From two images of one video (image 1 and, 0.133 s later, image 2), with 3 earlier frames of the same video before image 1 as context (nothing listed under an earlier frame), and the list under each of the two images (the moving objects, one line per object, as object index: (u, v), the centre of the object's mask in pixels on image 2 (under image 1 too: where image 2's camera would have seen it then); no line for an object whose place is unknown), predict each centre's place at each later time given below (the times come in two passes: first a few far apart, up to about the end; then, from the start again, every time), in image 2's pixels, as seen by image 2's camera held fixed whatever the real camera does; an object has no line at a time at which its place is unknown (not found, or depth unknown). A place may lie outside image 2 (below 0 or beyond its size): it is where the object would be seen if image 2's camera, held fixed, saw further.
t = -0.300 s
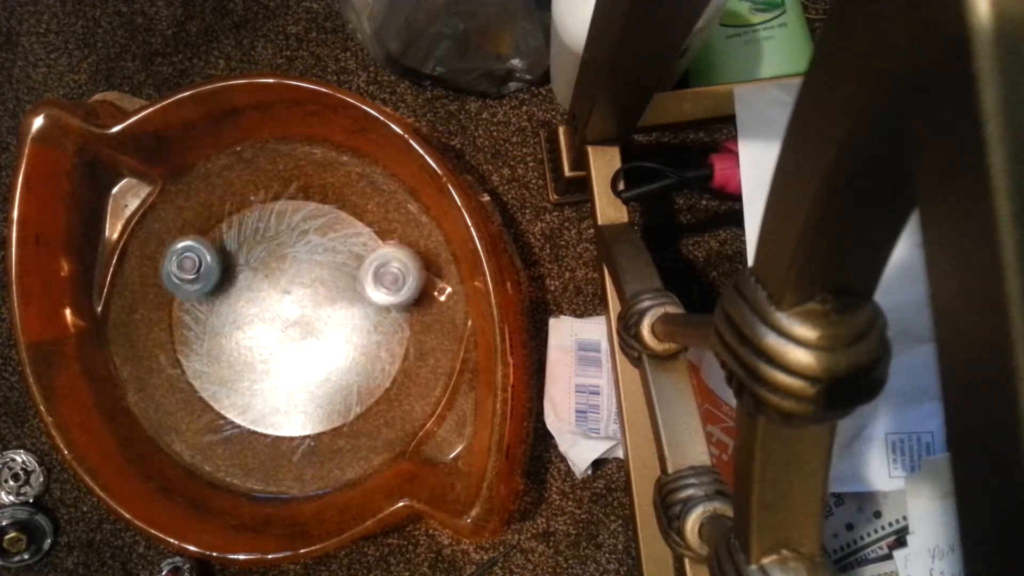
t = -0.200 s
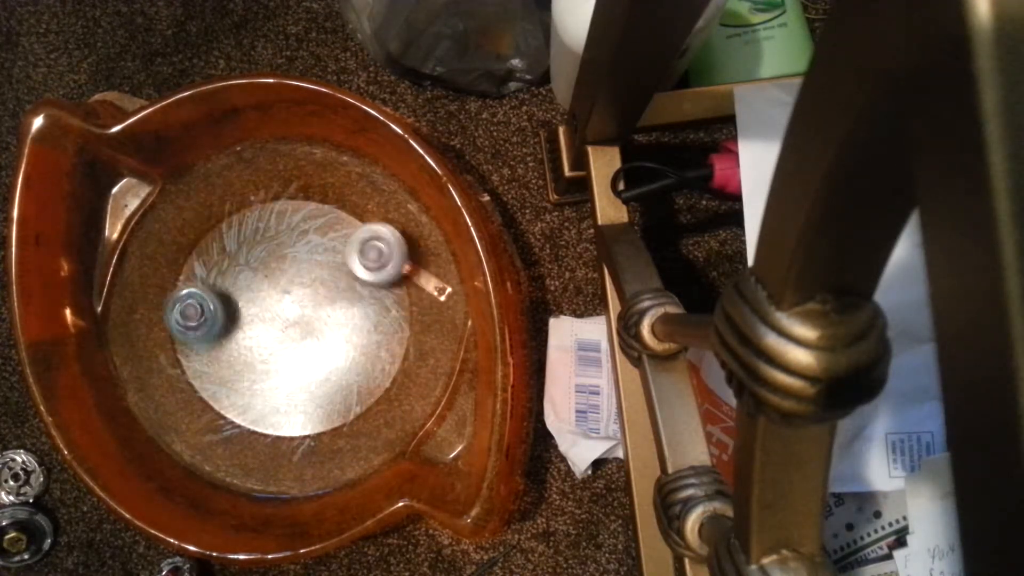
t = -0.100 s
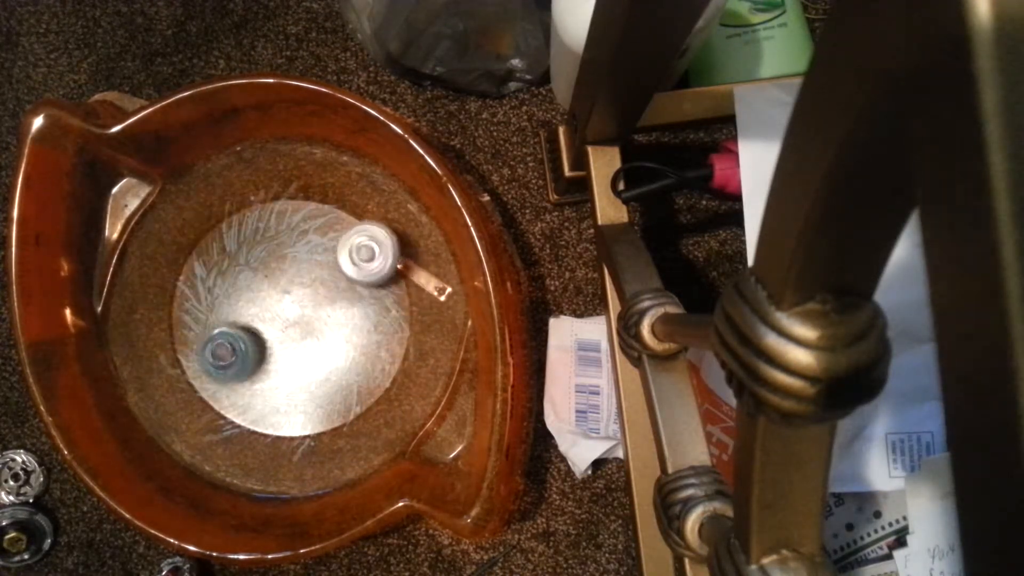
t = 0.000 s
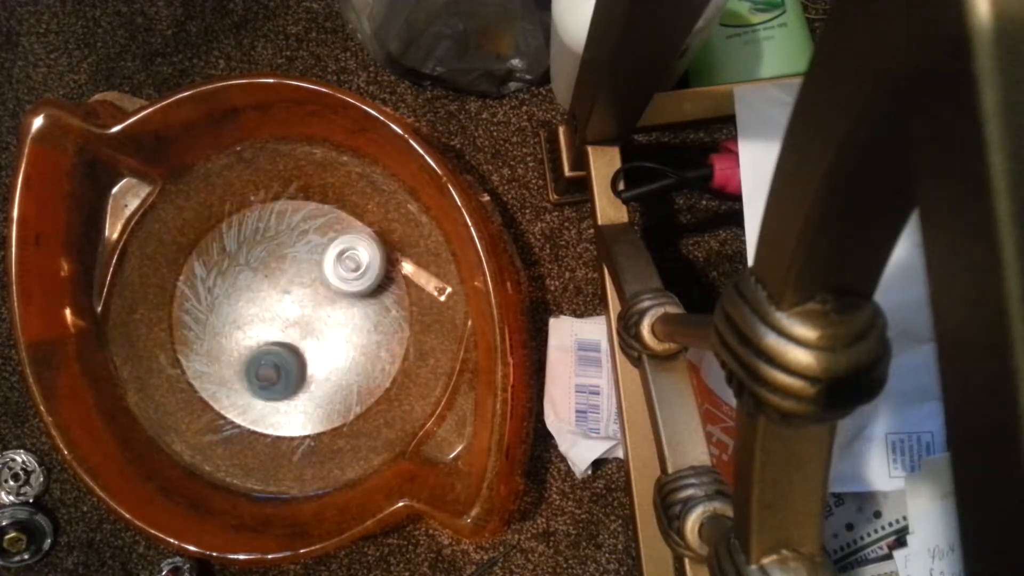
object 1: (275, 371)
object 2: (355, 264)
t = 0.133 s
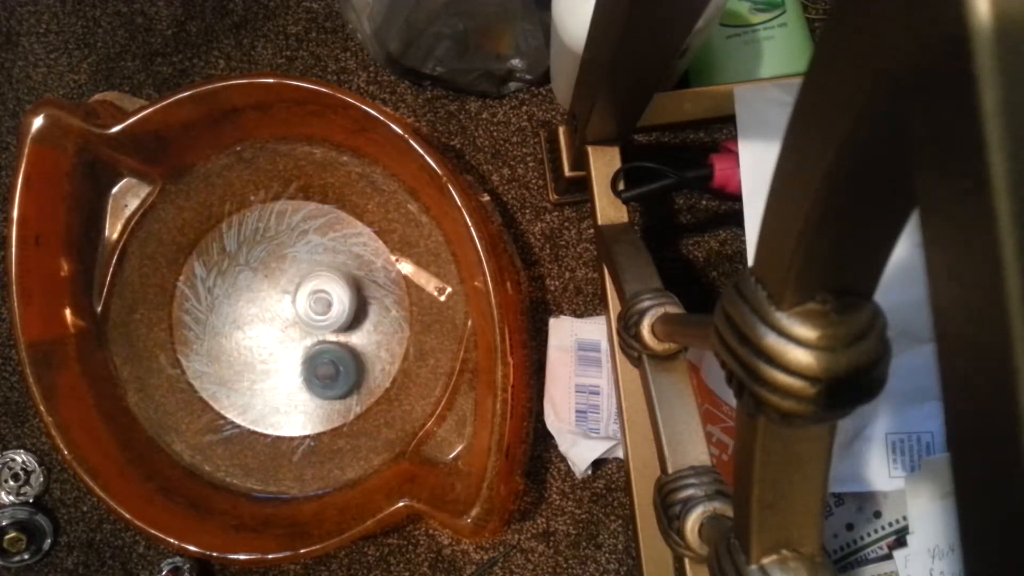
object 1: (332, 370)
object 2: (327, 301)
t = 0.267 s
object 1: (361, 411)
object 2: (309, 233)
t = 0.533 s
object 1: (362, 324)
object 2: (225, 227)
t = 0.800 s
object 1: (299, 335)
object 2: (254, 286)
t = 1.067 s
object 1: (247, 350)
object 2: (228, 229)
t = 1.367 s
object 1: (175, 349)
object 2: (225, 284)
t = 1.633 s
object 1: (220, 338)
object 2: (309, 334)
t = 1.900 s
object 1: (243, 273)
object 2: (380, 352)
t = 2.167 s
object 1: (231, 253)
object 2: (360, 312)
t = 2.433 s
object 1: (276, 276)
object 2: (306, 355)
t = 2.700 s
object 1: (351, 299)
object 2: (284, 432)
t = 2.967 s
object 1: (398, 326)
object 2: (246, 411)
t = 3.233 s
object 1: (373, 336)
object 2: (208, 353)
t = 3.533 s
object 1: (317, 378)
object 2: (227, 274)
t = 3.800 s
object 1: (271, 404)
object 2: (287, 241)
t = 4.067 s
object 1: (244, 396)
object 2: (351, 261)
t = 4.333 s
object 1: (232, 361)
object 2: (371, 320)
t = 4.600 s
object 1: (224, 308)
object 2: (347, 375)
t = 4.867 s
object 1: (215, 284)
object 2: (283, 388)
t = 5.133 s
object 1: (254, 284)
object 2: (227, 354)
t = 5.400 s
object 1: (300, 270)
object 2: (213, 294)
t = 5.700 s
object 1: (316, 263)
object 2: (243, 247)
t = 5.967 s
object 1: (261, 314)
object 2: (274, 207)
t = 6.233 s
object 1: (212, 313)
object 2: (288, 237)
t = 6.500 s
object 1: (190, 291)
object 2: (280, 297)
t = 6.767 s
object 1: (213, 274)
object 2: (294, 367)
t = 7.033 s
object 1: (265, 281)
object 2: (310, 390)
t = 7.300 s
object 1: (303, 312)
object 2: (315, 380)
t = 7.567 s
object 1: (331, 324)
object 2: (320, 380)
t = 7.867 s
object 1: (322, 298)
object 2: (318, 379)
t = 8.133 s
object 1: (291, 305)
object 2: (318, 379)
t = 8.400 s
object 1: (269, 322)
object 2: (319, 379)
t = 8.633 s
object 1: (254, 336)
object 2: (319, 379)
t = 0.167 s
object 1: (344, 388)
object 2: (325, 294)
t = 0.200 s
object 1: (352, 408)
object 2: (323, 269)
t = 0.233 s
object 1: (358, 414)
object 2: (312, 252)
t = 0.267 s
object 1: (361, 411)
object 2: (309, 233)
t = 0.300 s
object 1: (363, 401)
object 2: (301, 219)
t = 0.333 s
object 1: (363, 385)
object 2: (293, 209)
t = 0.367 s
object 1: (366, 369)
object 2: (283, 199)
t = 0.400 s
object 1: (369, 353)
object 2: (272, 199)
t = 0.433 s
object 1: (369, 342)
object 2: (261, 202)
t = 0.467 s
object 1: (368, 334)
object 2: (248, 207)
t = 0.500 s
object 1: (366, 329)
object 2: (234, 217)
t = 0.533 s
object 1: (362, 324)
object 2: (225, 227)
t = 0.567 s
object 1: (355, 321)
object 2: (217, 237)
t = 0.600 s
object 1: (348, 318)
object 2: (215, 246)
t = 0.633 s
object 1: (340, 317)
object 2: (217, 255)
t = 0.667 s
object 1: (332, 318)
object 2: (222, 265)
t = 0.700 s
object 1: (323, 319)
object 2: (230, 273)
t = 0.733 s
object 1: (314, 322)
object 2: (240, 283)
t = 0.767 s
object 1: (305, 327)
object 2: (251, 290)
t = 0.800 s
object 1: (299, 335)
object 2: (254, 286)
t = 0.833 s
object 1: (294, 344)
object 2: (259, 274)
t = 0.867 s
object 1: (290, 351)
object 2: (266, 264)
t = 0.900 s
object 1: (283, 355)
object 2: (258, 254)
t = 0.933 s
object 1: (277, 356)
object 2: (252, 243)
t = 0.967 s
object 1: (271, 355)
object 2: (246, 237)
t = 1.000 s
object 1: (264, 355)
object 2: (241, 233)
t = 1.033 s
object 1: (255, 353)
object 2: (234, 231)
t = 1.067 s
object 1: (247, 350)
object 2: (228, 229)
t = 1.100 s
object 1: (239, 347)
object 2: (225, 228)
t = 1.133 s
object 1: (229, 344)
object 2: (218, 229)
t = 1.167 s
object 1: (221, 343)
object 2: (209, 232)
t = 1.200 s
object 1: (212, 341)
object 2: (205, 237)
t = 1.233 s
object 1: (202, 341)
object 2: (204, 244)
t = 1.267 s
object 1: (194, 341)
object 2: (205, 254)
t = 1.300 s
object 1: (188, 343)
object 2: (210, 264)
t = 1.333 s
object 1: (178, 346)
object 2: (217, 275)
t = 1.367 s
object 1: (175, 349)
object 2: (225, 284)
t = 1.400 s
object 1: (183, 353)
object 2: (233, 291)
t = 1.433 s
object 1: (187, 356)
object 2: (244, 299)
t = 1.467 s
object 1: (192, 357)
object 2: (255, 305)
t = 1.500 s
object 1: (198, 357)
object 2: (265, 312)
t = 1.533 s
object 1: (203, 354)
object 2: (278, 317)
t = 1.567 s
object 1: (207, 350)
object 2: (290, 322)
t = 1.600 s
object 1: (214, 344)
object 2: (299, 328)
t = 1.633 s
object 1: (220, 338)
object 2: (309, 334)
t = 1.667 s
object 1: (227, 330)
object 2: (319, 339)
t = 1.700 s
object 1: (231, 322)
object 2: (328, 344)
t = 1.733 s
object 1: (235, 313)
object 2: (338, 348)
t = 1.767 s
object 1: (237, 306)
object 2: (348, 352)
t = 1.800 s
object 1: (239, 295)
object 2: (358, 354)
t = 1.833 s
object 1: (241, 288)
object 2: (366, 355)
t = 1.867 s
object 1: (242, 279)
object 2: (374, 354)
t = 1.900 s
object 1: (243, 273)
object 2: (380, 352)
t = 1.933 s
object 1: (242, 265)
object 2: (386, 348)
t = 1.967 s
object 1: (241, 260)
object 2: (390, 343)
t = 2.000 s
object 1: (238, 256)
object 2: (390, 337)
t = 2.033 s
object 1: (237, 252)
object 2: (389, 331)
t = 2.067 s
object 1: (234, 249)
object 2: (385, 325)
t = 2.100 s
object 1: (232, 249)
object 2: (379, 318)
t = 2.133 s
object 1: (230, 250)
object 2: (371, 314)
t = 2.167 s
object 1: (231, 253)
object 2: (360, 312)
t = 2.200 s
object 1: (233, 259)
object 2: (352, 310)
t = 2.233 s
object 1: (236, 264)
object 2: (342, 310)
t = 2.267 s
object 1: (240, 270)
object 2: (331, 311)
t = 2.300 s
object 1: (246, 275)
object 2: (321, 312)
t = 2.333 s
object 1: (252, 278)
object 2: (310, 315)
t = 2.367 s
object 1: (259, 278)
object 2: (307, 322)
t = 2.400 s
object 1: (266, 277)
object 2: (307, 343)
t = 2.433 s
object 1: (276, 276)
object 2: (306, 355)
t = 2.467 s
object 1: (287, 276)
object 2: (304, 365)
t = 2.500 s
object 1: (298, 278)
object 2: (303, 375)
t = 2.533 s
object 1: (308, 281)
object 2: (302, 387)
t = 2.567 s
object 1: (320, 284)
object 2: (300, 397)
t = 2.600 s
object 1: (328, 287)
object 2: (297, 408)
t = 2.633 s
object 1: (336, 291)
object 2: (292, 417)
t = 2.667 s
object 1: (344, 295)
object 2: (287, 427)
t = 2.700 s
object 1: (351, 299)
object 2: (284, 432)
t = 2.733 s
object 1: (358, 303)
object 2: (284, 432)
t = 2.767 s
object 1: (365, 307)
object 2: (287, 429)
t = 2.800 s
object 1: (371, 312)
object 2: (285, 427)
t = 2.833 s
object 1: (378, 315)
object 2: (280, 427)
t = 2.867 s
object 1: (383, 319)
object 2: (271, 424)
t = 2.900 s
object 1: (388, 321)
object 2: (262, 421)
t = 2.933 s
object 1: (394, 324)
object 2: (254, 416)
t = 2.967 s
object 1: (398, 326)
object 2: (246, 411)
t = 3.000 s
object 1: (401, 327)
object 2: (239, 405)
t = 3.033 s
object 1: (397, 325)
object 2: (232, 399)
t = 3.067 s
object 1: (393, 324)
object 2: (226, 392)
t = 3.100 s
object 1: (390, 325)
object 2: (221, 386)
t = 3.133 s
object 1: (387, 327)
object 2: (217, 378)
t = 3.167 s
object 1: (383, 329)
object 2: (213, 370)
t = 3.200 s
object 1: (378, 332)
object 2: (210, 361)
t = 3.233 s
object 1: (373, 336)
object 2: (208, 353)
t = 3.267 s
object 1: (368, 339)
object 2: (208, 343)
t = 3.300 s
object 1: (362, 343)
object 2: (208, 333)
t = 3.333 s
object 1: (356, 348)
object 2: (208, 324)
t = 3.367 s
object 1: (349, 353)
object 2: (209, 316)
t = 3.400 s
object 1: (343, 358)
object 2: (211, 306)
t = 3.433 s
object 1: (334, 363)
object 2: (214, 298)
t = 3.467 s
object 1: (327, 369)
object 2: (218, 289)
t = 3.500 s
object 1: (321, 373)
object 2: (222, 281)
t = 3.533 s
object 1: (317, 378)
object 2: (227, 274)
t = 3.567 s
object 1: (309, 382)
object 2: (233, 267)
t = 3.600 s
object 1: (304, 386)
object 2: (240, 261)
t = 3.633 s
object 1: (298, 389)
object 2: (246, 255)
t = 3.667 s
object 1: (292, 393)
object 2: (253, 250)
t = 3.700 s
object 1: (286, 397)
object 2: (262, 247)
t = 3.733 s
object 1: (281, 400)
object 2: (270, 244)
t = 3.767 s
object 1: (275, 402)
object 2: (278, 242)
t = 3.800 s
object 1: (271, 404)
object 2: (287, 241)
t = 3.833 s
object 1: (266, 405)
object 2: (297, 241)
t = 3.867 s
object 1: (262, 405)
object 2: (305, 241)
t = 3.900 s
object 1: (258, 405)
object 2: (312, 242)
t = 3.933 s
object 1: (255, 404)
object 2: (324, 245)
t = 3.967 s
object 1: (252, 403)
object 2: (331, 247)
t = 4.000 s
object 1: (248, 401)
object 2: (338, 251)
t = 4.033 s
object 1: (246, 399)
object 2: (345, 255)
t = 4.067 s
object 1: (244, 396)
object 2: (351, 261)
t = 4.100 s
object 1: (241, 393)
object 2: (356, 267)
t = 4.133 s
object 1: (239, 390)
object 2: (361, 273)
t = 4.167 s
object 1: (238, 387)
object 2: (364, 279)
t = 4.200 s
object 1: (237, 382)
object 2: (367, 288)
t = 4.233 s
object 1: (236, 377)
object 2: (369, 295)
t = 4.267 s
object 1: (232, 373)
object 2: (370, 303)
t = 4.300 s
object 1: (235, 367)
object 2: (371, 310)
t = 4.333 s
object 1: (232, 361)
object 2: (371, 320)
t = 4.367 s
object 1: (231, 355)
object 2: (371, 327)
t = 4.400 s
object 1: (233, 347)
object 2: (372, 334)
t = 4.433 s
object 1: (231, 340)
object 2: (371, 342)
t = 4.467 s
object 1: (230, 333)
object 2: (367, 350)
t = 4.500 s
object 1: (229, 327)
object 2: (363, 358)
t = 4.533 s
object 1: (228, 319)
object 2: (358, 364)
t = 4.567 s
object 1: (226, 313)
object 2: (353, 370)
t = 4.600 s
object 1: (224, 308)
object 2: (347, 375)
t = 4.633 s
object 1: (222, 303)
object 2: (340, 380)
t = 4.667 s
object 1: (219, 298)
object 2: (333, 384)
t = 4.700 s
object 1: (218, 294)
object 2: (325, 387)
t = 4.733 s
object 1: (216, 290)
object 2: (318, 389)
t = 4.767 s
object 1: (215, 287)
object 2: (309, 389)
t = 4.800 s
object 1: (215, 285)
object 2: (300, 390)
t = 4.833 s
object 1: (215, 284)
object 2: (292, 389)
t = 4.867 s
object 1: (215, 284)
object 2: (283, 388)
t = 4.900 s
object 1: (217, 284)
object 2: (275, 386)
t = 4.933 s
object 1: (219, 285)
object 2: (267, 383)
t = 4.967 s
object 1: (224, 285)
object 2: (259, 380)
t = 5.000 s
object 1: (229, 286)
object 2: (251, 376)
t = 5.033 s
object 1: (234, 286)
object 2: (244, 372)
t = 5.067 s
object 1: (241, 286)
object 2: (238, 366)
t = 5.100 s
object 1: (247, 285)
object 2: (232, 361)
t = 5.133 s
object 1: (254, 284)
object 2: (227, 354)
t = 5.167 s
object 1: (261, 283)
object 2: (222, 348)
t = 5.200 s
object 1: (268, 282)
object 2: (219, 340)
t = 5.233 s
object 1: (274, 280)
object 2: (216, 333)
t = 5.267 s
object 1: (280, 278)
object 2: (214, 325)
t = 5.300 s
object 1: (285, 276)
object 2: (212, 317)
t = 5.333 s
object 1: (290, 274)
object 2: (212, 309)
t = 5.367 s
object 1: (295, 272)
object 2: (212, 302)
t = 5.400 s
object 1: (300, 270)
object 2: (213, 294)
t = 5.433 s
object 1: (305, 268)
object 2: (214, 286)
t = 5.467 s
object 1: (309, 265)
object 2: (216, 279)
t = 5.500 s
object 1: (311, 264)
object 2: (219, 273)
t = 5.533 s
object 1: (314, 263)
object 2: (219, 265)
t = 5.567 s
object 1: (315, 262)
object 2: (221, 260)
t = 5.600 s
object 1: (316, 261)
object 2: (226, 255)
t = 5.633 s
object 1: (317, 261)
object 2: (231, 251)
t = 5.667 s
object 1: (317, 261)
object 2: (237, 248)
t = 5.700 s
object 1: (316, 263)
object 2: (243, 247)
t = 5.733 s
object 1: (316, 265)
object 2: (250, 245)
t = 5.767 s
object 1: (315, 268)
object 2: (255, 244)
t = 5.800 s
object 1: (309, 277)
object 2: (257, 233)
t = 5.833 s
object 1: (299, 288)
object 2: (262, 224)
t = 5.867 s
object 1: (288, 298)
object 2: (270, 215)
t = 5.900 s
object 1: (277, 305)
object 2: (275, 209)
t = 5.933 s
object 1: (269, 310)
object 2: (275, 206)
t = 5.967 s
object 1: (261, 314)
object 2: (274, 207)
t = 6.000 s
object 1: (255, 315)
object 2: (272, 209)
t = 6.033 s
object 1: (247, 316)
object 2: (272, 211)
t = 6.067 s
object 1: (239, 316)
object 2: (274, 214)
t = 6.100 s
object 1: (235, 317)
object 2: (275, 215)
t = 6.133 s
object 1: (229, 316)
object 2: (280, 216)
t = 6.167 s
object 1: (223, 316)
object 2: (284, 222)
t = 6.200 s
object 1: (217, 315)
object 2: (287, 230)
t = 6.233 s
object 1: (212, 313)
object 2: (288, 237)
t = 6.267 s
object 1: (209, 312)
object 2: (287, 244)
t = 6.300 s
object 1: (205, 309)
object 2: (286, 250)
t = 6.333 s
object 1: (202, 307)
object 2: (284, 257)
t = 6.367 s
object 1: (197, 304)
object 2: (281, 263)
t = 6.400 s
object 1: (193, 301)
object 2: (276, 267)
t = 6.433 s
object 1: (192, 299)
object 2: (274, 277)
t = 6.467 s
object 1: (191, 294)
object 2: (282, 288)
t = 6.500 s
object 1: (190, 291)
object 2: (280, 297)
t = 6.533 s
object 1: (190, 288)
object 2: (277, 306)
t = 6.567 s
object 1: (191, 285)
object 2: (278, 316)
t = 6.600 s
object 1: (194, 282)
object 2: (280, 324)
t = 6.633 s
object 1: (197, 279)
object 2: (281, 335)
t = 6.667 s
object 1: (200, 277)
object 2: (282, 344)
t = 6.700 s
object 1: (204, 275)
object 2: (286, 353)
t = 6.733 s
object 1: (208, 274)
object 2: (290, 360)
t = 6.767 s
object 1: (213, 274)
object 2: (294, 367)
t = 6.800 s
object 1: (220, 274)
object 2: (297, 374)
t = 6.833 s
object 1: (227, 273)
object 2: (301, 380)
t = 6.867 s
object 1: (232, 274)
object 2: (304, 384)
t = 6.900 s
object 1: (239, 274)
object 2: (307, 386)
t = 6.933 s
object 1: (246, 275)
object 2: (310, 388)
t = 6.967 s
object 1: (253, 275)
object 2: (311, 390)
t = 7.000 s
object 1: (260, 278)
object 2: (311, 390)
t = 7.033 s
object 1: (265, 281)
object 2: (310, 390)
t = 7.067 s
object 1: (270, 283)
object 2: (309, 389)
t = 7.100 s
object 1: (277, 286)
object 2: (309, 388)
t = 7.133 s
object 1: (282, 289)
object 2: (309, 385)
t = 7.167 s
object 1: (286, 293)
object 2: (309, 383)
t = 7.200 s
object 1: (292, 297)
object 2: (310, 381)
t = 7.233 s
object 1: (296, 301)
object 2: (311, 380)
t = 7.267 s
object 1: (300, 306)
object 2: (313, 380)
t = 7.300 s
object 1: (303, 312)
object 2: (315, 380)
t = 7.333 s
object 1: (306, 317)
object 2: (317, 380)
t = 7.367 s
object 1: (309, 323)
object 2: (319, 380)
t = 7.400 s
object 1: (312, 326)
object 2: (320, 382)
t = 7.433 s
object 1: (314, 328)
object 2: (319, 381)
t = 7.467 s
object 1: (318, 331)
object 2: (319, 381)
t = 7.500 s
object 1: (322, 330)
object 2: (320, 381)
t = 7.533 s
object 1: (326, 327)
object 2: (320, 380)
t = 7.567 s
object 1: (331, 324)
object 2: (320, 380)
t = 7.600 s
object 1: (332, 322)
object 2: (319, 379)
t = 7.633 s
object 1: (331, 319)
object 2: (318, 379)
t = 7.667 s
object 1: (332, 315)
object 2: (318, 379)
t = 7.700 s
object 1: (333, 312)
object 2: (318, 379)
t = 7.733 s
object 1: (332, 308)
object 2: (319, 379)
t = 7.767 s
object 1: (330, 305)
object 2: (319, 379)
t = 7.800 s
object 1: (329, 302)
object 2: (319, 379)
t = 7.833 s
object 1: (327, 300)
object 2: (318, 379)
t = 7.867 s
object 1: (322, 298)
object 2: (318, 379)
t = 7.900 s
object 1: (318, 297)
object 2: (319, 379)
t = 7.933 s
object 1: (313, 297)
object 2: (319, 379)
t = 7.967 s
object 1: (310, 298)
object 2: (319, 379)
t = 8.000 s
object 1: (305, 299)
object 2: (318, 379)
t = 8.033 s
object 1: (302, 300)
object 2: (318, 379)
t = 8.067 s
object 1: (299, 301)
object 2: (319, 379)
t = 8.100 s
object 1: (294, 304)
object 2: (319, 379)
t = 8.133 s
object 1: (291, 305)
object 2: (318, 379)
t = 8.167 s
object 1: (288, 307)
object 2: (318, 379)
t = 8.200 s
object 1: (285, 310)
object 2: (319, 379)
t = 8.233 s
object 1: (282, 312)
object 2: (319, 379)
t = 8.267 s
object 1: (280, 313)
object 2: (318, 379)
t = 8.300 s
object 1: (277, 315)
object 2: (319, 379)
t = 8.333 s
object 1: (274, 317)
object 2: (319, 379)
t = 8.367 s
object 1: (271, 319)
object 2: (319, 379)
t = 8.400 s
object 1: (269, 322)
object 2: (319, 379)
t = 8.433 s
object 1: (266, 324)
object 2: (319, 379)
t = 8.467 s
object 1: (263, 326)
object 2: (319, 379)
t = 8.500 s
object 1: (262, 327)
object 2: (319, 379)
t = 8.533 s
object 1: (259, 330)
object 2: (319, 379)
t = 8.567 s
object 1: (258, 331)
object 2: (319, 379)
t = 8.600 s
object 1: (256, 333)
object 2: (319, 379)
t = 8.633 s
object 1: (254, 336)
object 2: (319, 379)
